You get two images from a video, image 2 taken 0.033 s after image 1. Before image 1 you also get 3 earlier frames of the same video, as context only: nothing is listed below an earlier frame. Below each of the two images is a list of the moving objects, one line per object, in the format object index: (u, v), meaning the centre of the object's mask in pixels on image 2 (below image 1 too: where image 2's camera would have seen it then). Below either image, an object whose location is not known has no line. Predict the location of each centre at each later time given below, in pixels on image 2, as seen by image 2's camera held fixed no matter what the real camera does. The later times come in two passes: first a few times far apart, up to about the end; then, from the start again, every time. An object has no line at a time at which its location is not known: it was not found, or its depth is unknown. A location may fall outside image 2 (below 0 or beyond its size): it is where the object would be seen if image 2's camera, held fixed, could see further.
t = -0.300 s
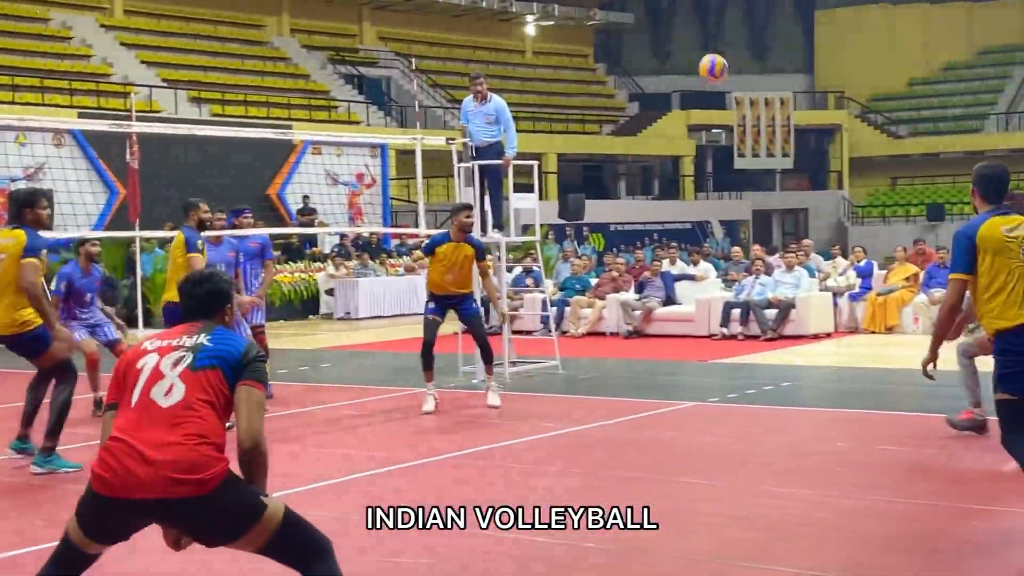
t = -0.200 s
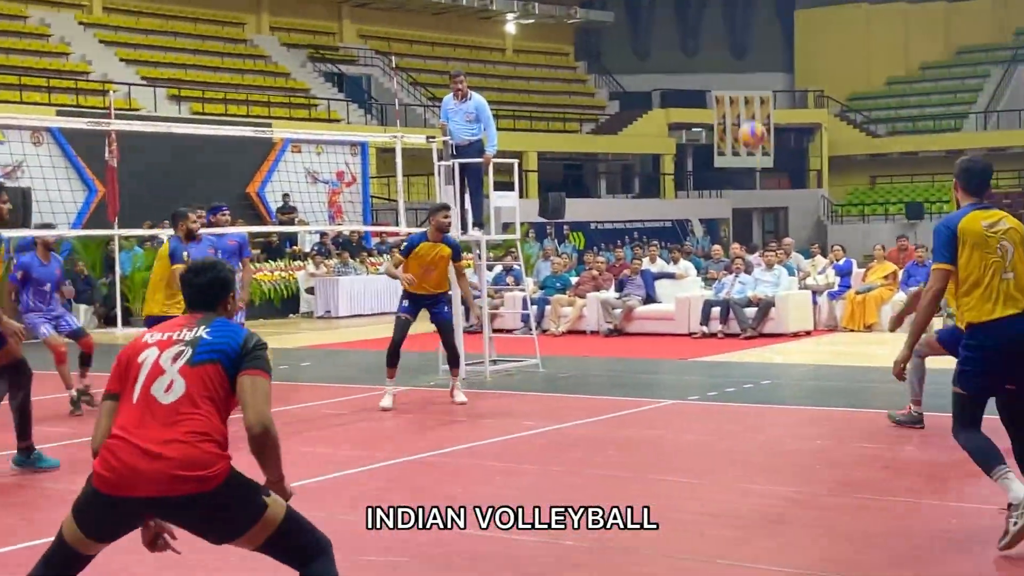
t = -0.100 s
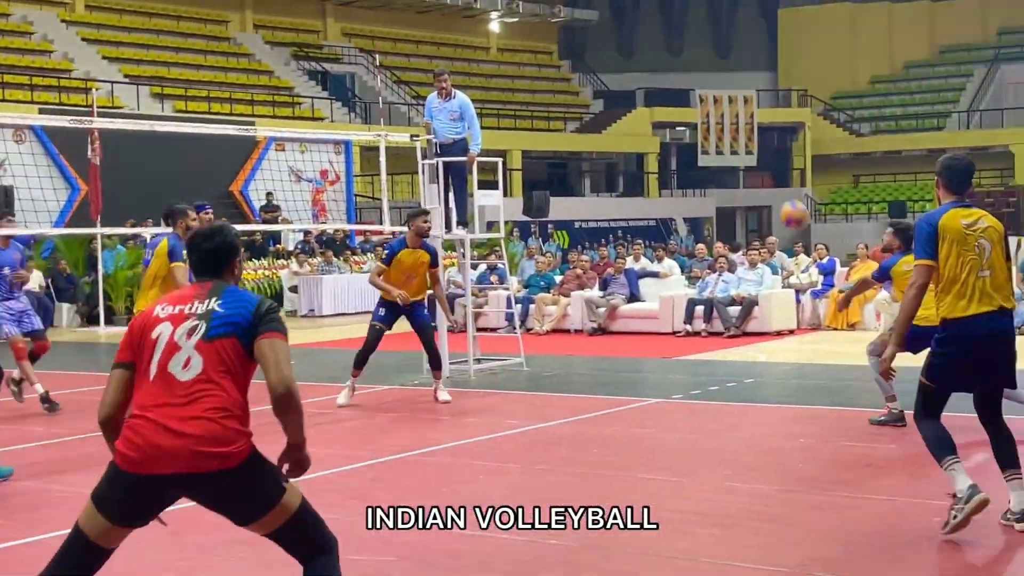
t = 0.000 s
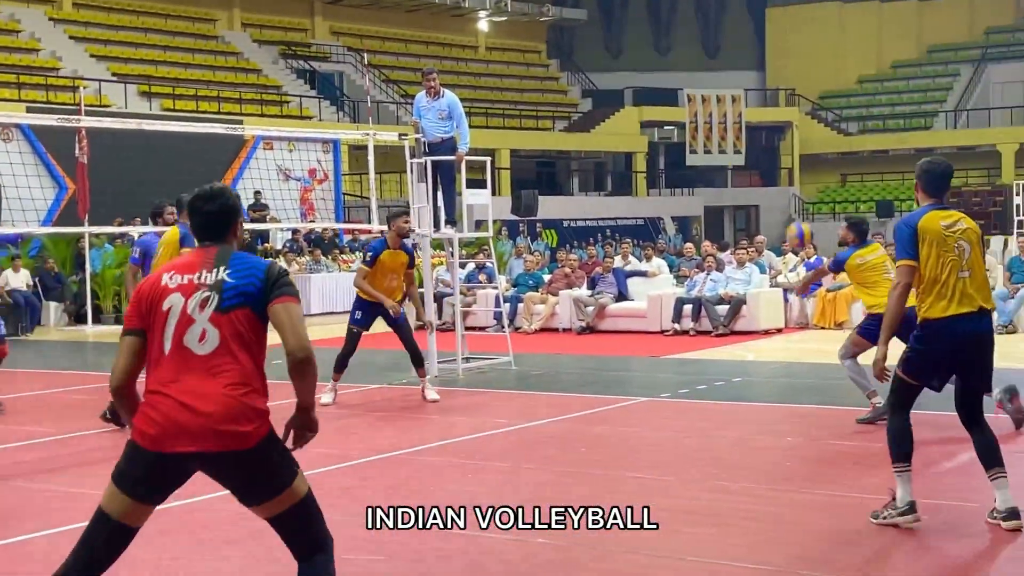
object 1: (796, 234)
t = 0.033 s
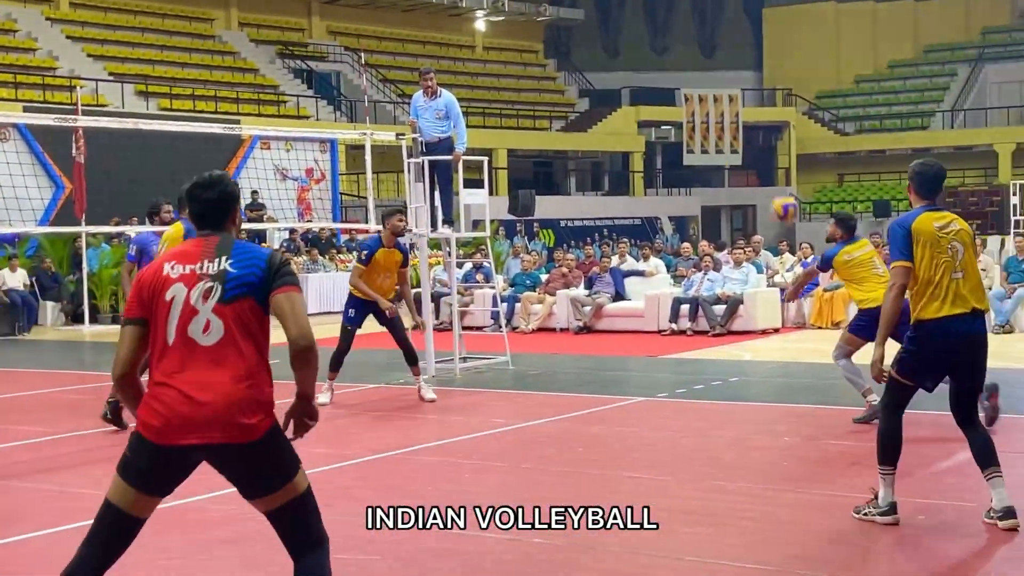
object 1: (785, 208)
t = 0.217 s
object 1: (714, 91)
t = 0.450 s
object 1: (631, 9)
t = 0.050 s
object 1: (778, 196)
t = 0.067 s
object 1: (771, 184)
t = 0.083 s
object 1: (765, 173)
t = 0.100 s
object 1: (758, 163)
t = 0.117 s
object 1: (752, 152)
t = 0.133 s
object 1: (746, 141)
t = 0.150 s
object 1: (741, 131)
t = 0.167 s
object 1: (734, 120)
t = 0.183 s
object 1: (726, 109)
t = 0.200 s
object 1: (720, 100)
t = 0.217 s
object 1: (714, 91)
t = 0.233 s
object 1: (707, 83)
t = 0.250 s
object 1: (701, 75)
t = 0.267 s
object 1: (696, 68)
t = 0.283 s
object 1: (690, 61)
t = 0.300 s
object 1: (684, 55)
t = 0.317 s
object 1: (678, 48)
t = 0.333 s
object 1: (672, 42)
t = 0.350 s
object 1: (666, 36)
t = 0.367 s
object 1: (660, 31)
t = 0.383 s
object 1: (654, 25)
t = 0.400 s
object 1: (648, 20)
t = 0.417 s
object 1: (642, 15)
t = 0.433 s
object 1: (637, 12)
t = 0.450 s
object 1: (631, 9)
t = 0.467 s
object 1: (625, 8)
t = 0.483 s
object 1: (620, 6)
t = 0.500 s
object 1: (614, 5)
